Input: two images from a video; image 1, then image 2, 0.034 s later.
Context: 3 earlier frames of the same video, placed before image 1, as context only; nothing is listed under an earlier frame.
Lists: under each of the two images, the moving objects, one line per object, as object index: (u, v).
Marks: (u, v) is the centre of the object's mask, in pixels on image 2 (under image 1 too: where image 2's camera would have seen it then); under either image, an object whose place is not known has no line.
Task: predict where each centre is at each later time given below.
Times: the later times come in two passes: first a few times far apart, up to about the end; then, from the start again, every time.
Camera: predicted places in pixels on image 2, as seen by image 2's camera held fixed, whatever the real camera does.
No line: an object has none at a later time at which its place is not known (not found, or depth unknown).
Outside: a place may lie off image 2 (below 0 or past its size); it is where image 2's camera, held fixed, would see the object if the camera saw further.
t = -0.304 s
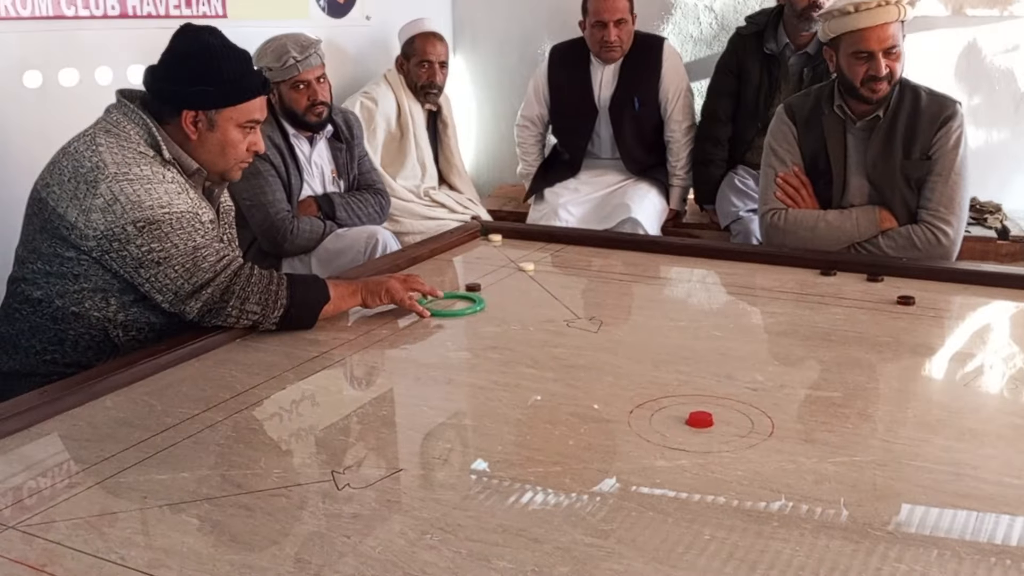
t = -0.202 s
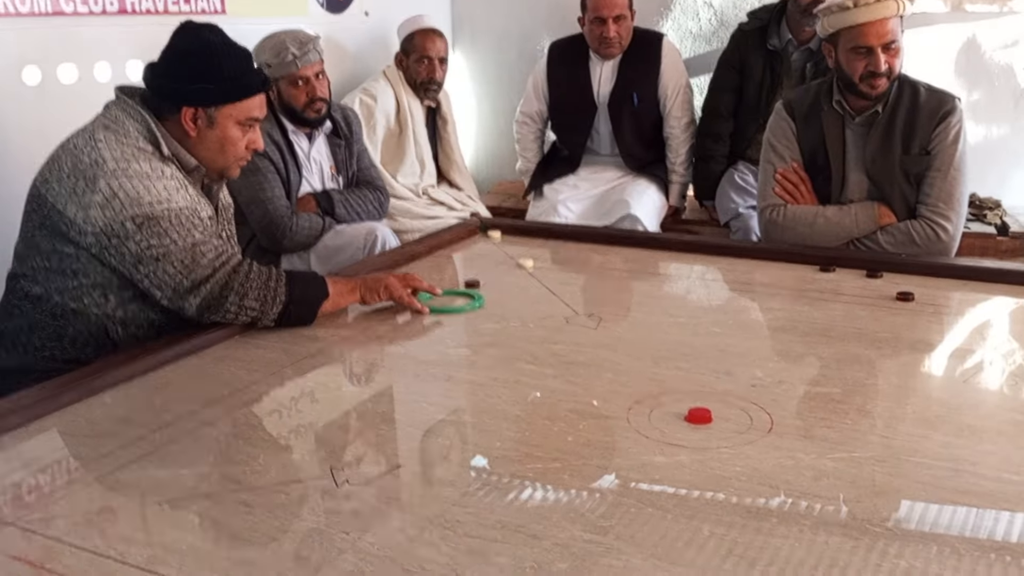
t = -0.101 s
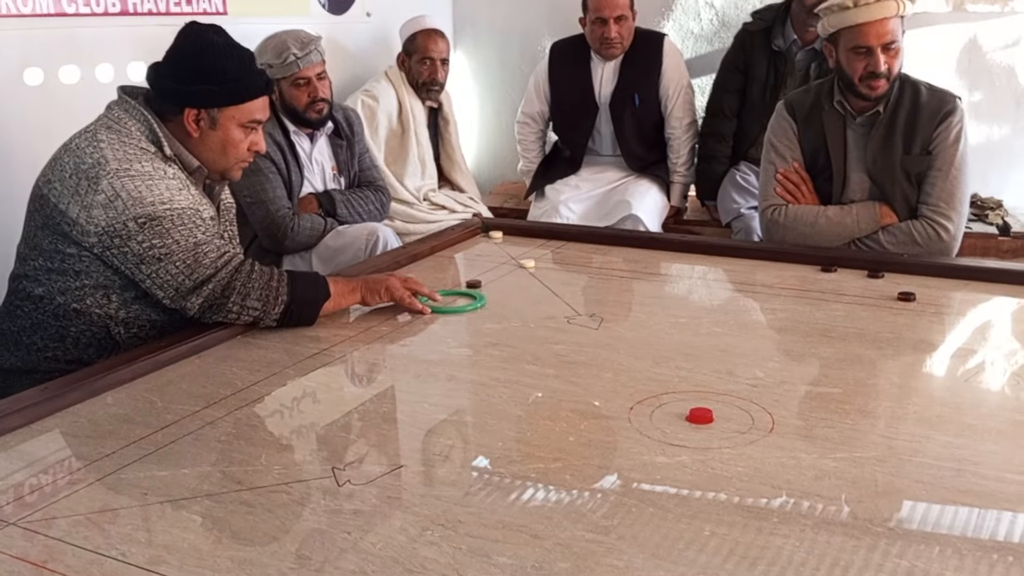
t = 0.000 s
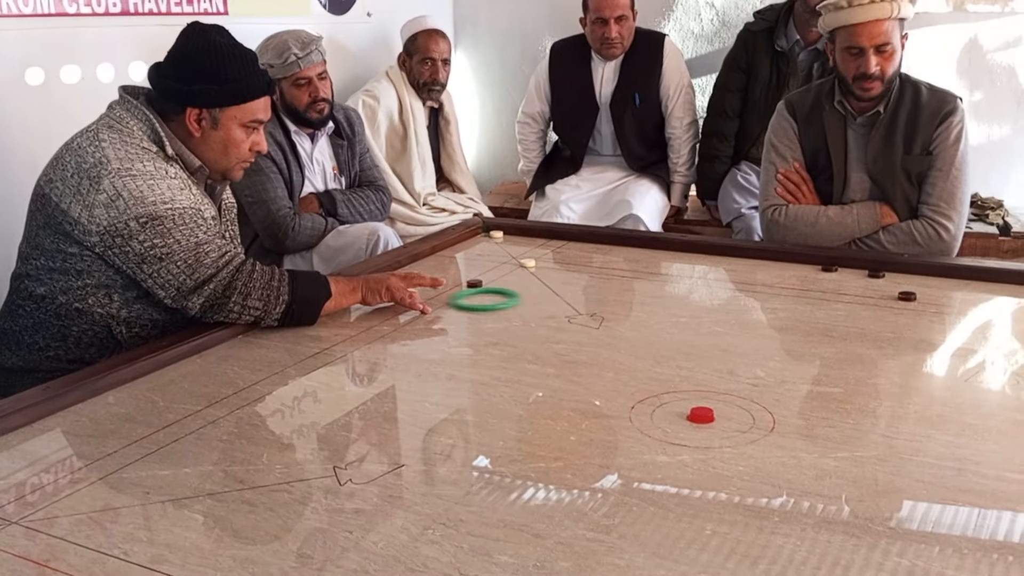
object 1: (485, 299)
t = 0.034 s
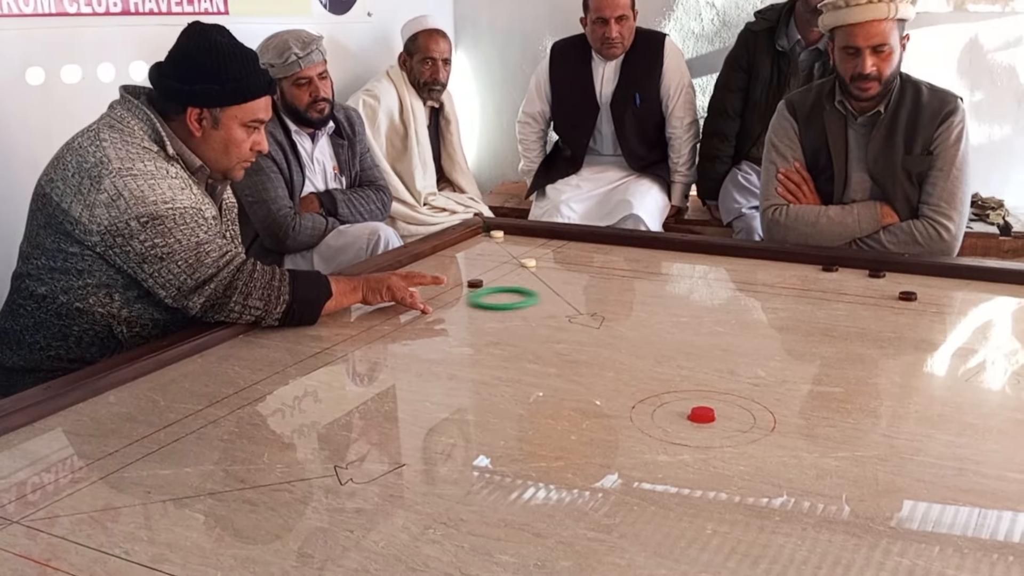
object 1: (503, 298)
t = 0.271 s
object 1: (626, 292)
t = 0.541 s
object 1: (764, 286)
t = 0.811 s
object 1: (886, 283)
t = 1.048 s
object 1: (964, 290)
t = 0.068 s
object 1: (521, 298)
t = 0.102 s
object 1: (539, 297)
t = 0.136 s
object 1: (557, 296)
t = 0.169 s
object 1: (575, 295)
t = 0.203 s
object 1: (592, 294)
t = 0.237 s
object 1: (609, 294)
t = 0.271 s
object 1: (626, 292)
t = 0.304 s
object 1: (643, 292)
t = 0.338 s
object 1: (661, 291)
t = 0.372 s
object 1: (677, 290)
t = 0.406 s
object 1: (695, 289)
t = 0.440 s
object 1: (713, 289)
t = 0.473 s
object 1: (730, 288)
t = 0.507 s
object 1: (747, 287)
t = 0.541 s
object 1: (764, 286)
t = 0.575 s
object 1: (781, 285)
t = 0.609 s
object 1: (798, 285)
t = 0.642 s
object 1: (815, 284)
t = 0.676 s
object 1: (833, 283)
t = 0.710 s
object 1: (849, 282)
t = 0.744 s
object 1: (863, 282)
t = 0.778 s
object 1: (875, 282)
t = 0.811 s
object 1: (886, 283)
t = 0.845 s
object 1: (896, 284)
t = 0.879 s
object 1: (908, 285)
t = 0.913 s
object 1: (919, 286)
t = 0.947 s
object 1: (930, 287)
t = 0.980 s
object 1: (941, 288)
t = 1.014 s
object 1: (952, 288)
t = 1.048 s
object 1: (964, 290)
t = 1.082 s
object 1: (975, 290)
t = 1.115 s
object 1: (986, 291)
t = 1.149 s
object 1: (997, 292)
